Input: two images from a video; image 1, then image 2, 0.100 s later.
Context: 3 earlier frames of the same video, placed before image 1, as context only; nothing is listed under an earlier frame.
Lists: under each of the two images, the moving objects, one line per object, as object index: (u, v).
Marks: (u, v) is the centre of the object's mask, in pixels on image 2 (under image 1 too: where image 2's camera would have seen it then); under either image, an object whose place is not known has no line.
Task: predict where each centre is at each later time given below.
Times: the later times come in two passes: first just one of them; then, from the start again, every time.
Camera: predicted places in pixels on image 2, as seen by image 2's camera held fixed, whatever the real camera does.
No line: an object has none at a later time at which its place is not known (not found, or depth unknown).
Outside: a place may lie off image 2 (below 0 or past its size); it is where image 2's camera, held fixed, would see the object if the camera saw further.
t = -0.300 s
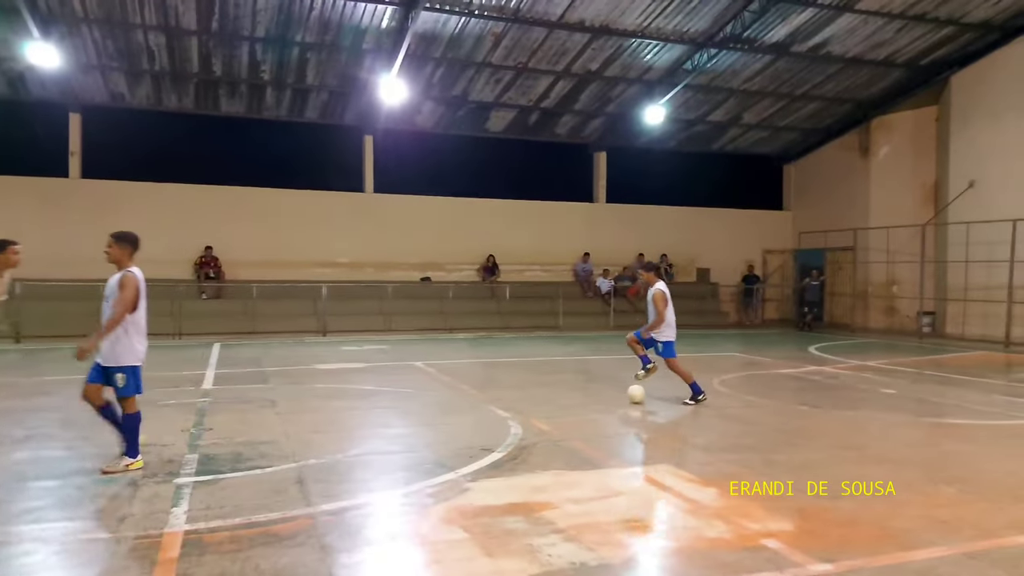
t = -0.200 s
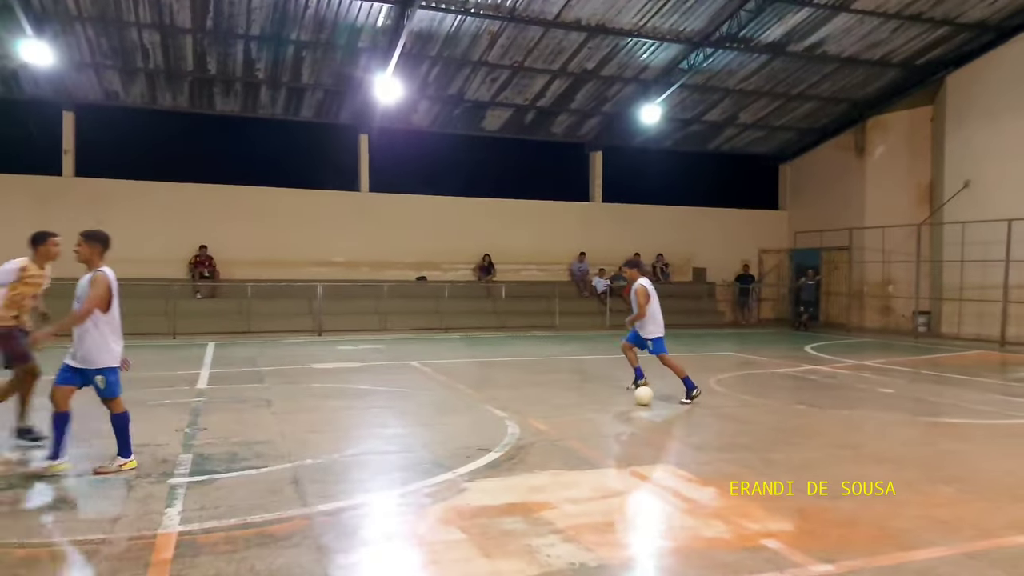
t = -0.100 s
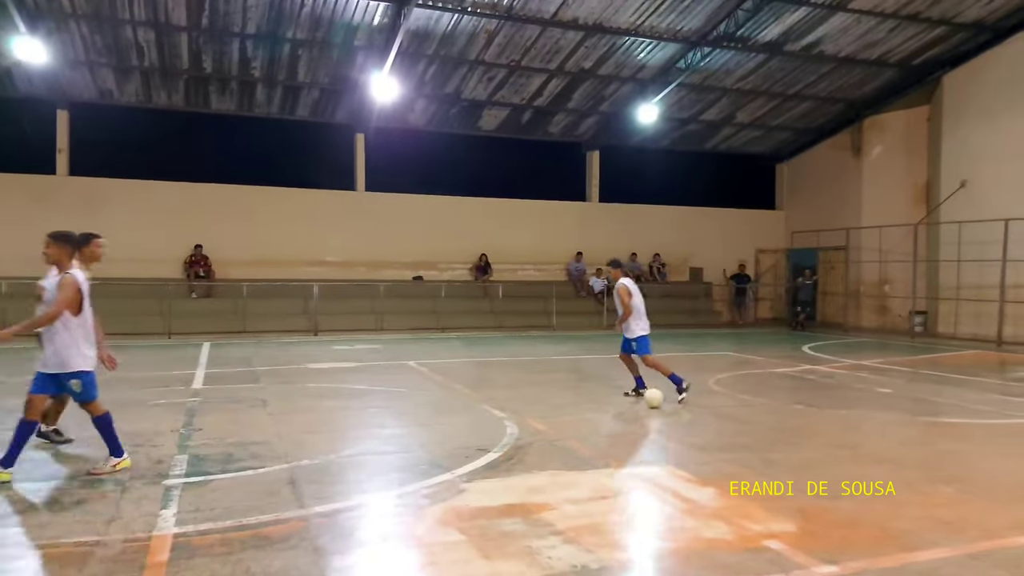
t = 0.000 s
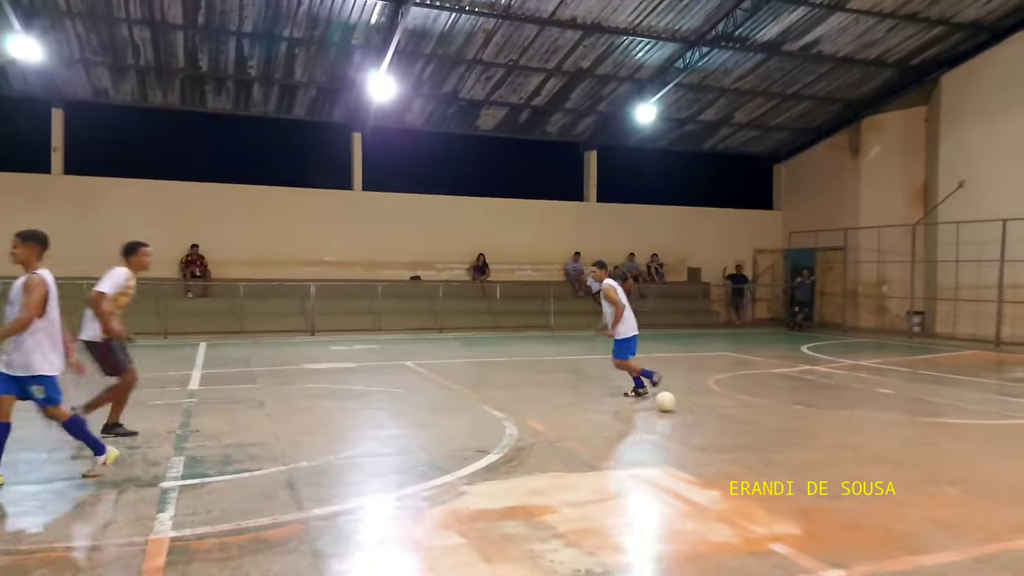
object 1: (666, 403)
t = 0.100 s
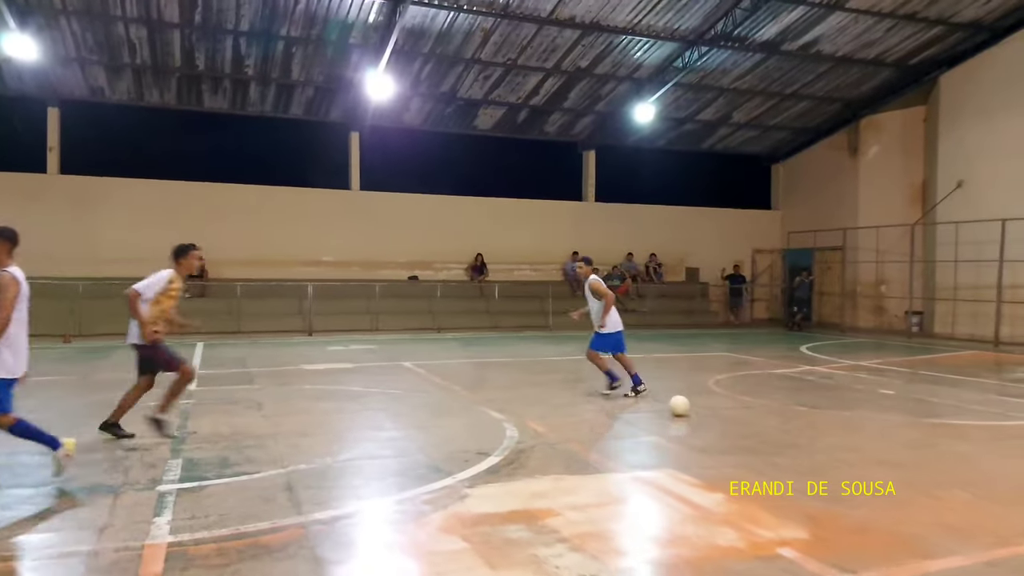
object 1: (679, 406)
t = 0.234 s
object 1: (697, 410)
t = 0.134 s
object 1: (684, 407)
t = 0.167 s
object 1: (688, 408)
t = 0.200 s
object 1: (692, 409)
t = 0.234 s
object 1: (697, 410)
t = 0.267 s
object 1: (701, 411)
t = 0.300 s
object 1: (706, 412)
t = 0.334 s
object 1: (712, 414)
